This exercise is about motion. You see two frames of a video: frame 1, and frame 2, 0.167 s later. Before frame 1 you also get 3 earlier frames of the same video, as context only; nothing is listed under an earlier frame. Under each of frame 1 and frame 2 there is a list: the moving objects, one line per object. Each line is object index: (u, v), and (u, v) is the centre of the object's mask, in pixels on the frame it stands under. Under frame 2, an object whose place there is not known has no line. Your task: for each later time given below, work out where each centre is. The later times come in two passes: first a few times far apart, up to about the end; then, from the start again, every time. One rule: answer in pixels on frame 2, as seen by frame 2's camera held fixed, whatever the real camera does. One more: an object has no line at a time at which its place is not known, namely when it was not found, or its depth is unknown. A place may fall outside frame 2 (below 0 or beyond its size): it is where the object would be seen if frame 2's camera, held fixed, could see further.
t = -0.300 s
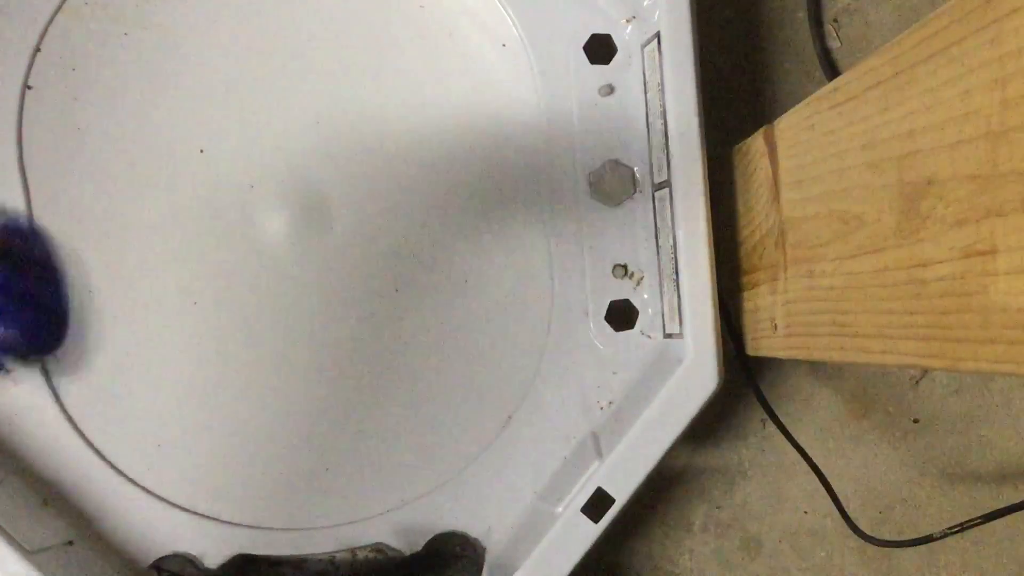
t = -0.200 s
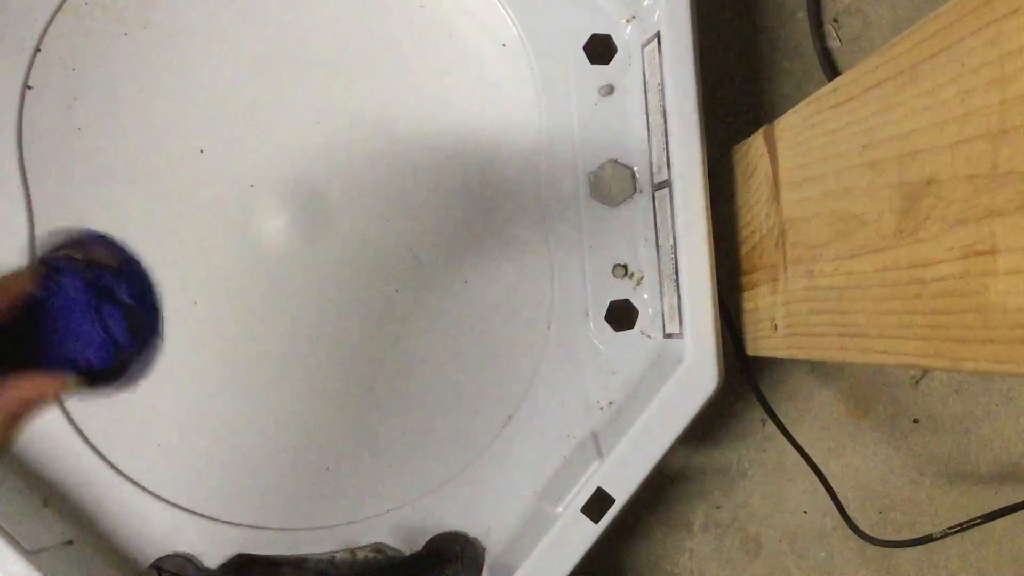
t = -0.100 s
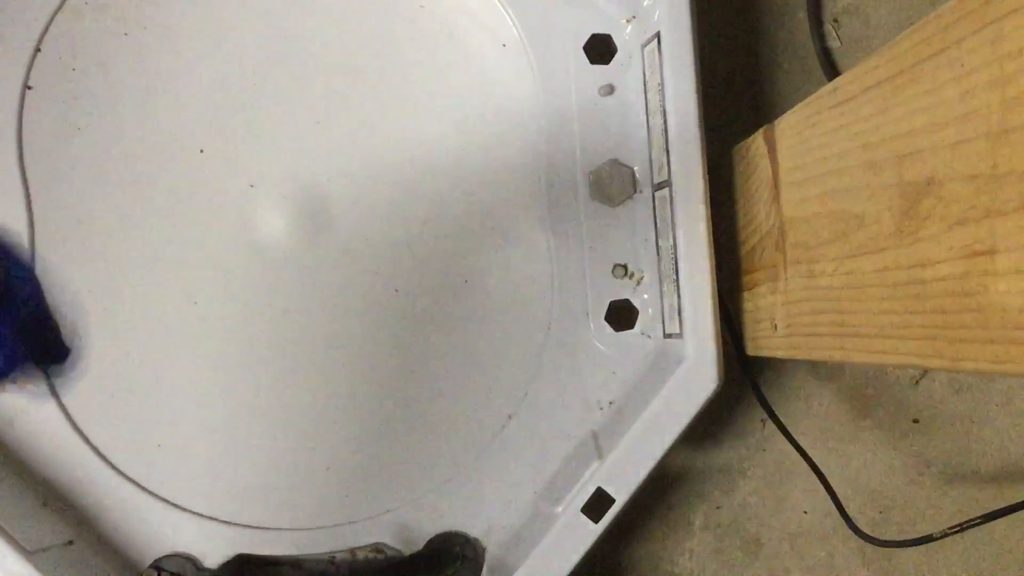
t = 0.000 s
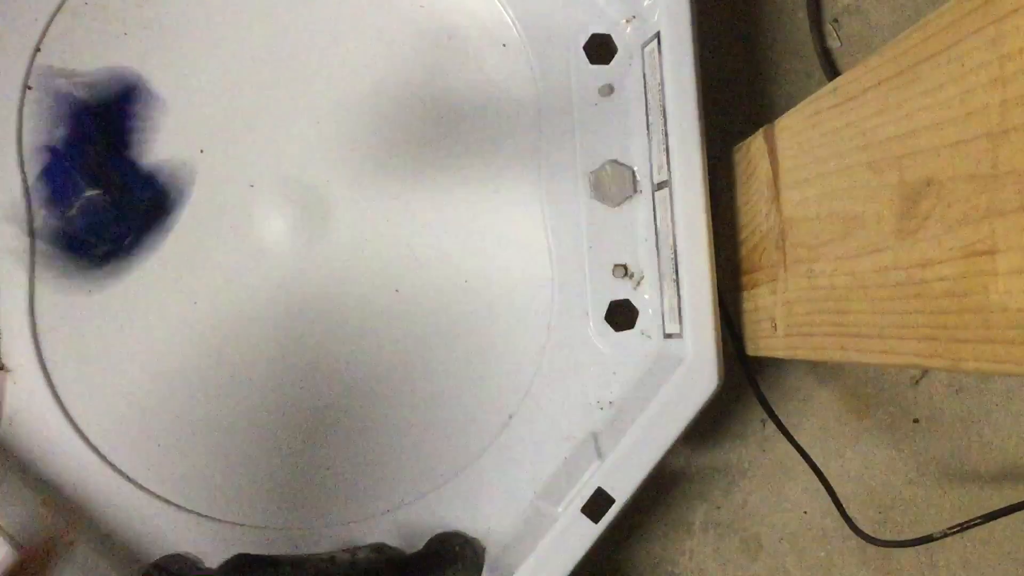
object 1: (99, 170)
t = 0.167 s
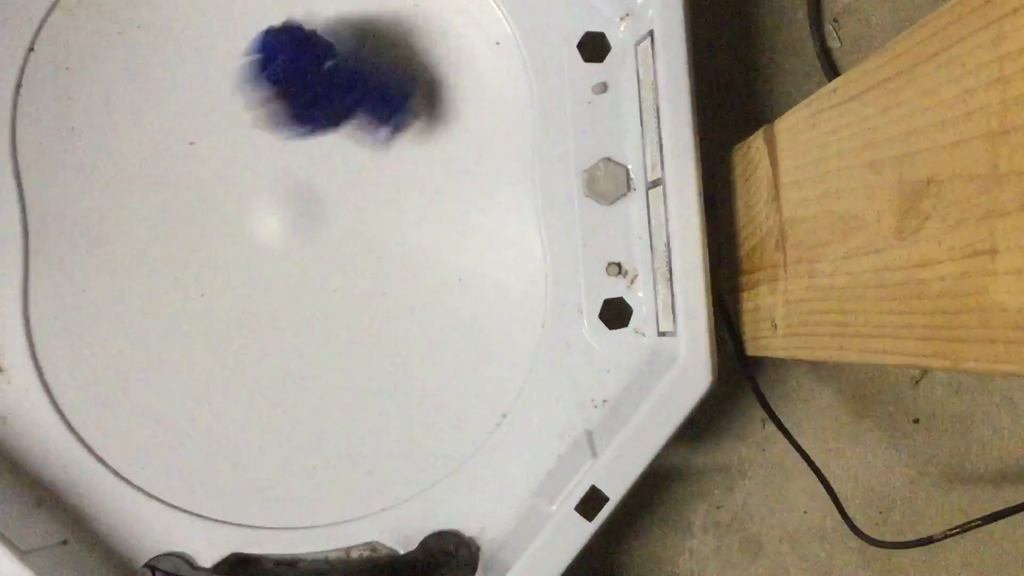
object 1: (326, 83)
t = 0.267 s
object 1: (413, 33)
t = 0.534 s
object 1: (389, 39)
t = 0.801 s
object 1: (388, 40)
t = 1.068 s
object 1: (388, 40)
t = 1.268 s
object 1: (386, 40)
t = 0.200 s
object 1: (358, 52)
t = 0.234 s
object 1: (401, 42)
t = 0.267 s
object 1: (413, 33)
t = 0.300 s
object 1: (410, 32)
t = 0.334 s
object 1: (406, 33)
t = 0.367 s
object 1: (405, 31)
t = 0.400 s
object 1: (402, 33)
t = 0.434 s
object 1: (398, 35)
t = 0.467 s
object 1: (393, 37)
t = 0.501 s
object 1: (390, 38)
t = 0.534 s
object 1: (389, 39)
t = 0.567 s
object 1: (388, 40)
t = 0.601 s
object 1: (388, 40)
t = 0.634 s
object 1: (388, 40)
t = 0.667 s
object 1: (388, 40)
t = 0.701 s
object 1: (388, 40)
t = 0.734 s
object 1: (388, 40)
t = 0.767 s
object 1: (388, 40)
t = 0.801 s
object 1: (388, 40)
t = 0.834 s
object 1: (388, 40)
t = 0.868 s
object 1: (388, 40)
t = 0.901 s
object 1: (388, 40)
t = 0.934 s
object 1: (388, 40)
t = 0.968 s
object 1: (388, 40)
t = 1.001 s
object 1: (388, 40)
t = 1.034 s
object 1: (388, 40)
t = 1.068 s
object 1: (388, 40)
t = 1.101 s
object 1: (388, 40)
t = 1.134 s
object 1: (388, 40)
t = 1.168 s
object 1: (388, 40)
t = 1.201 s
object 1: (388, 40)
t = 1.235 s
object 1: (387, 40)
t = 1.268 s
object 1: (386, 40)
